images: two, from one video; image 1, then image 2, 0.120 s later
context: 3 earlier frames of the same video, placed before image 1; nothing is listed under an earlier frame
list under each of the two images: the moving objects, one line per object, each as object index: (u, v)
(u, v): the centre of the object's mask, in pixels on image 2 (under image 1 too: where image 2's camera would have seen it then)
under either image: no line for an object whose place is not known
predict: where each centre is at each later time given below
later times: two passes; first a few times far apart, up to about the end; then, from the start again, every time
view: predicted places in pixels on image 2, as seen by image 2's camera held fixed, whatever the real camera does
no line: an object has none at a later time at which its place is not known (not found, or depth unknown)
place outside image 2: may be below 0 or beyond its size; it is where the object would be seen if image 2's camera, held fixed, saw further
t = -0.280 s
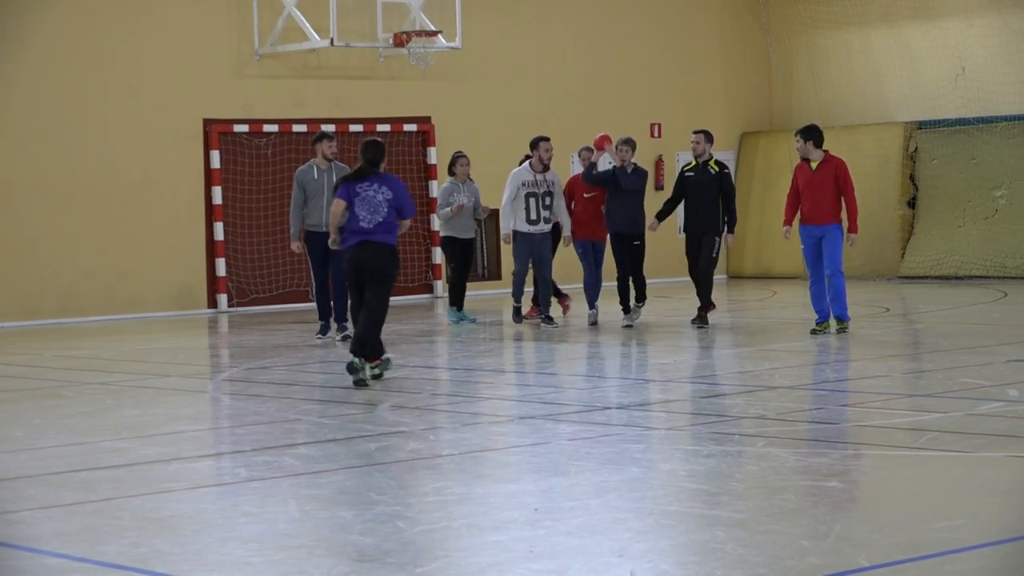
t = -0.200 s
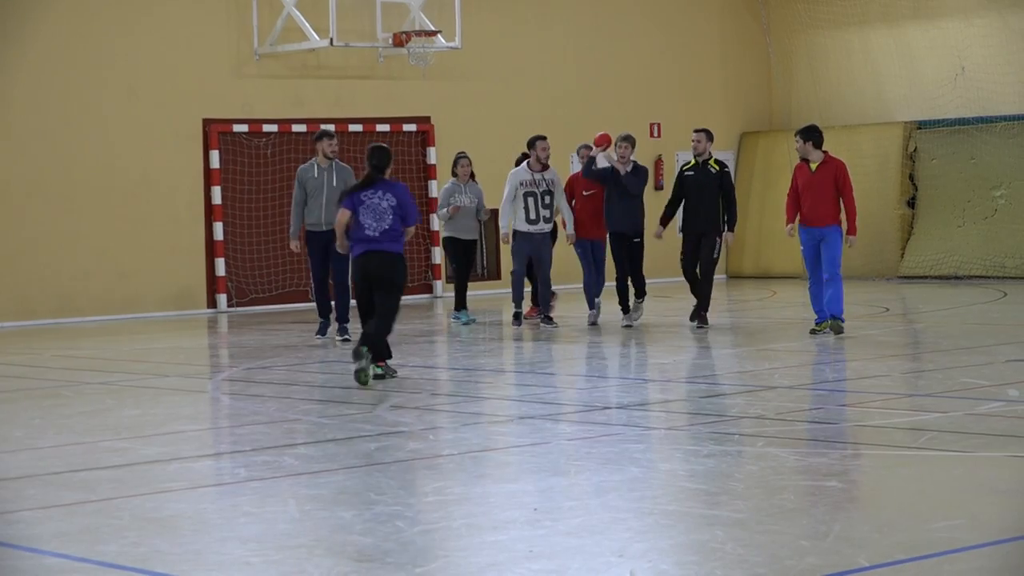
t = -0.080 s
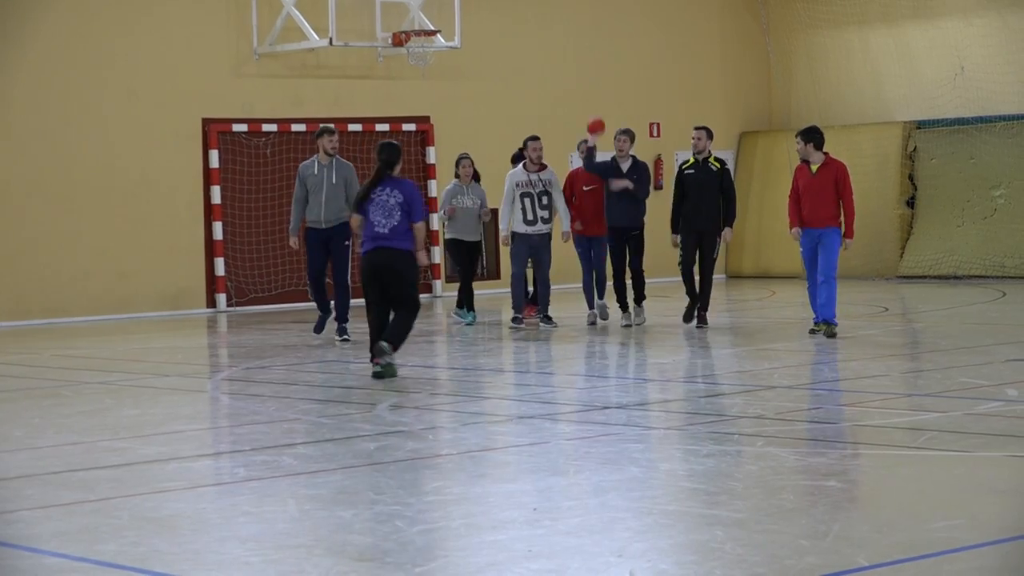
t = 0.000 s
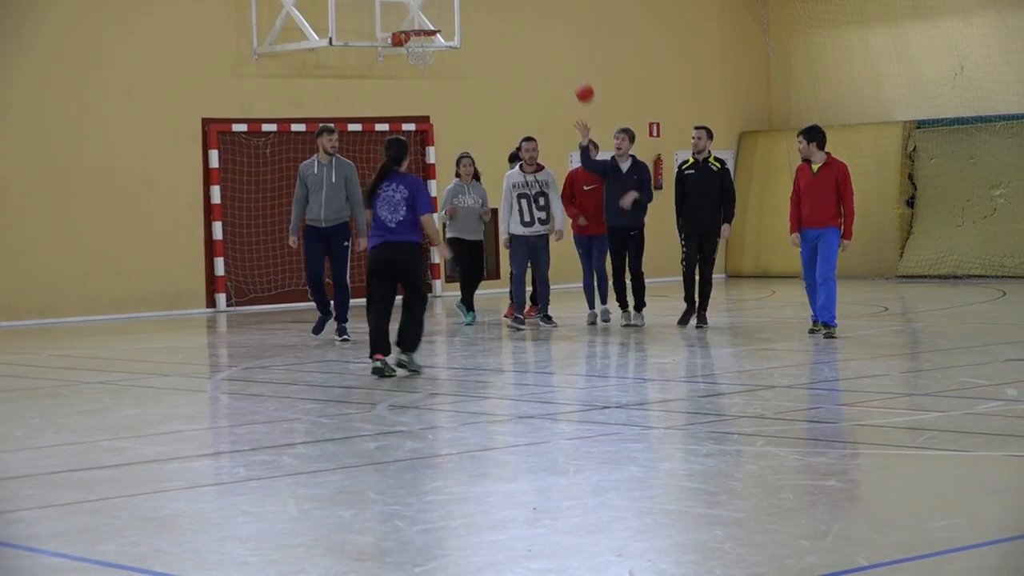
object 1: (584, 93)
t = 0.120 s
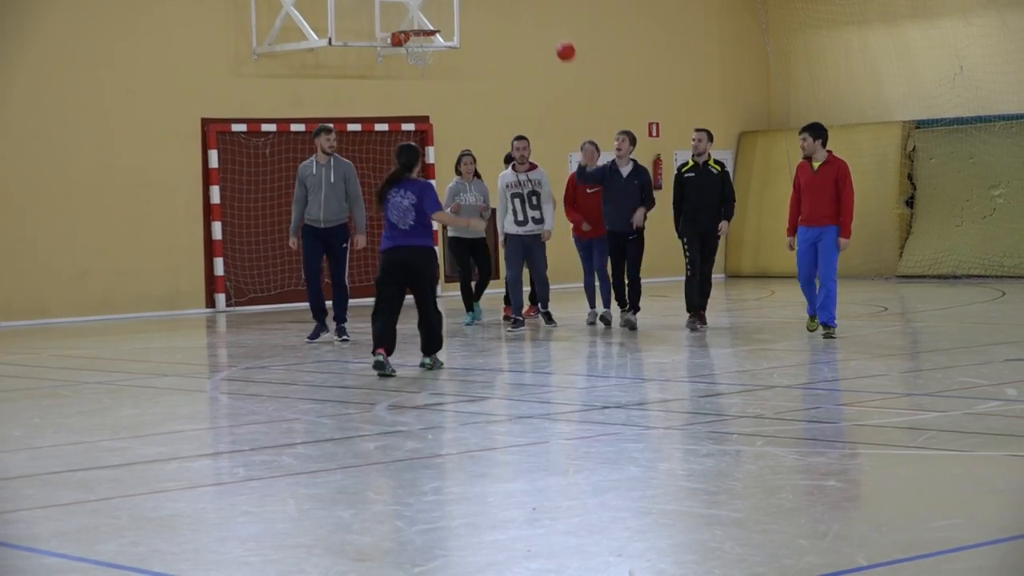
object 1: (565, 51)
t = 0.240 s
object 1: (547, 25)
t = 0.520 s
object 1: (506, 26)
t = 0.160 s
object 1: (559, 41)
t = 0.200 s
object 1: (553, 32)
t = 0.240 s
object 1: (547, 25)
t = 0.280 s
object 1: (541, 19)
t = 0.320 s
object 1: (535, 15)
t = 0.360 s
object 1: (529, 14)
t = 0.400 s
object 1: (523, 14)
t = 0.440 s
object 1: (517, 16)
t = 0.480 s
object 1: (512, 20)
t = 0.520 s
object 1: (506, 26)
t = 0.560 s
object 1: (500, 35)
